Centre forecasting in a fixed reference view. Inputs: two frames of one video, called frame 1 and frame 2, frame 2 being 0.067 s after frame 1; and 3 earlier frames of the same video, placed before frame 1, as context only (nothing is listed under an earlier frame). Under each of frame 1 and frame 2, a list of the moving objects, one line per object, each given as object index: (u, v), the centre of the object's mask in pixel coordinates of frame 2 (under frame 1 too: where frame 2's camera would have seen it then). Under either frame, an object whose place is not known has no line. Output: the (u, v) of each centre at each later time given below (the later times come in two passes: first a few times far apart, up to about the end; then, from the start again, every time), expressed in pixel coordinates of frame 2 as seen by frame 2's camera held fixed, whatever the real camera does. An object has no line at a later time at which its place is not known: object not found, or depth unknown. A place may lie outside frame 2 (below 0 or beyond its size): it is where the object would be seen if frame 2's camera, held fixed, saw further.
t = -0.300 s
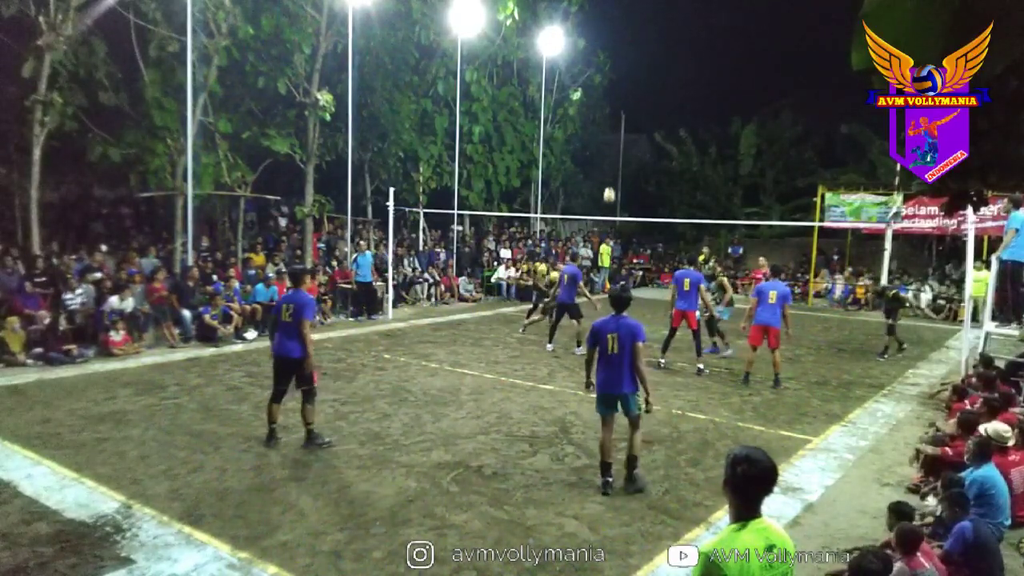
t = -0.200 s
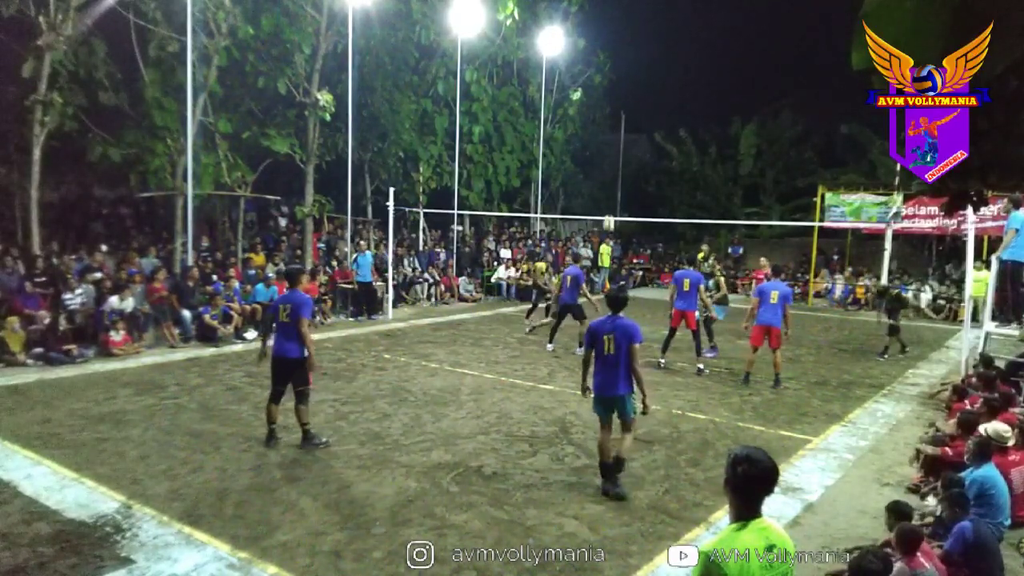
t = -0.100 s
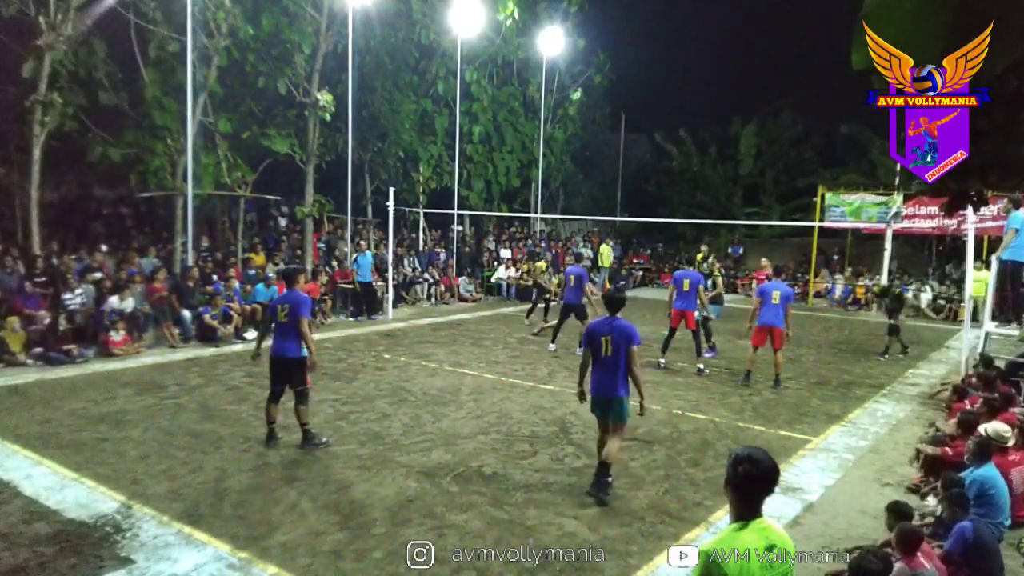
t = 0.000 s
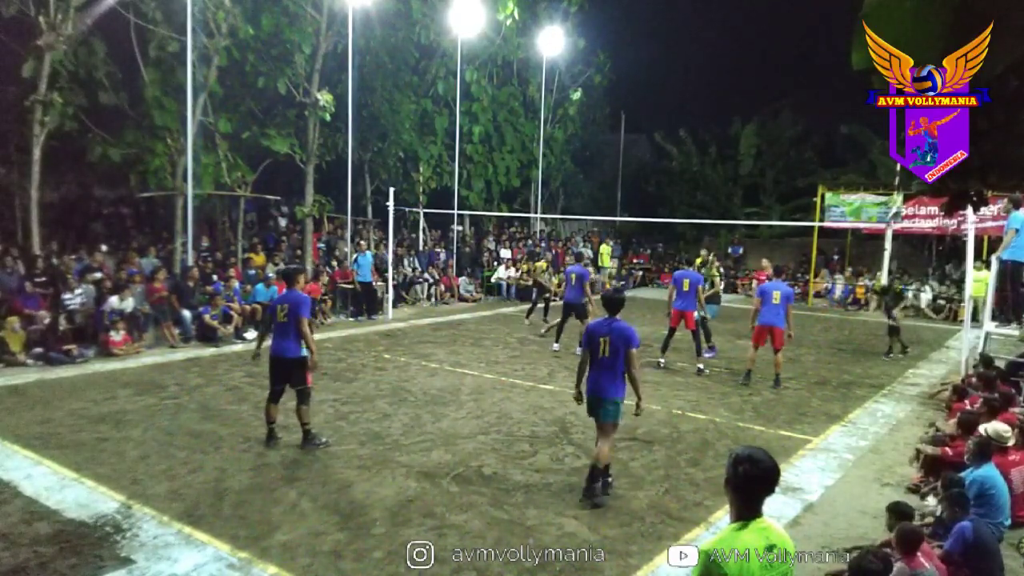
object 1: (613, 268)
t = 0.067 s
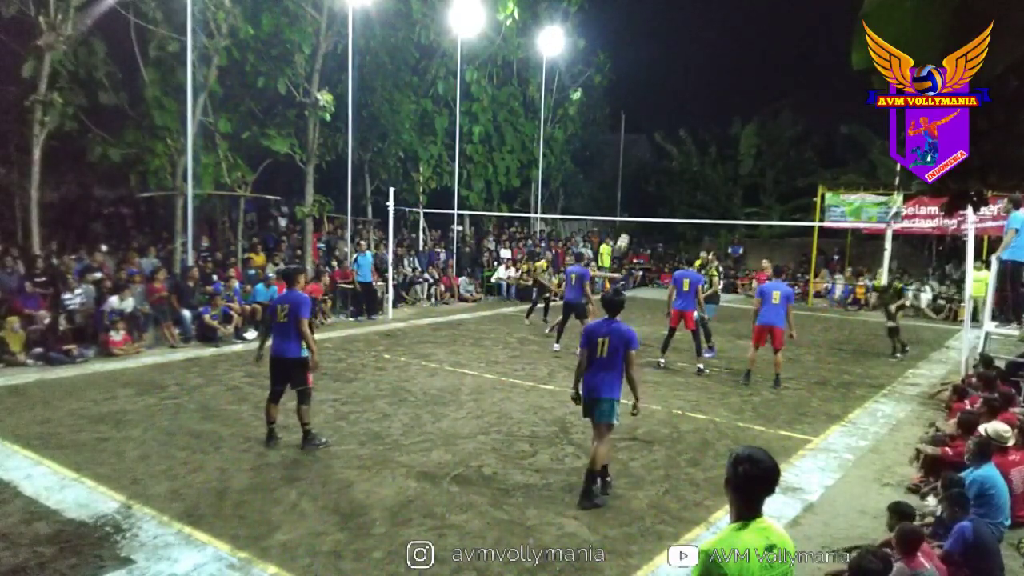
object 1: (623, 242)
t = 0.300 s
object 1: (658, 166)
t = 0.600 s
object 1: (703, 105)
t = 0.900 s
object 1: (748, 94)
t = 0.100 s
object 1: (628, 229)
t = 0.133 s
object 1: (634, 216)
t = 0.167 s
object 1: (638, 206)
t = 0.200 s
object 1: (643, 195)
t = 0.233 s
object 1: (648, 184)
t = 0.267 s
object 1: (654, 174)
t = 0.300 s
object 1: (658, 166)
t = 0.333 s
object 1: (663, 157)
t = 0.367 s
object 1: (669, 148)
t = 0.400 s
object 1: (673, 141)
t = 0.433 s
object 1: (678, 133)
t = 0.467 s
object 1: (684, 126)
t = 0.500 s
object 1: (688, 120)
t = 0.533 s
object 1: (693, 115)
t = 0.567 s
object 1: (698, 110)
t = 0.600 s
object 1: (703, 105)
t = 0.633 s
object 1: (708, 102)
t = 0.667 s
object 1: (713, 98)
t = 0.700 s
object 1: (718, 96)
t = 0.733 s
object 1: (723, 94)
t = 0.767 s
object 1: (728, 93)
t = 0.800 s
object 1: (733, 92)
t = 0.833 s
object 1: (737, 92)
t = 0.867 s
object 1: (742, 93)
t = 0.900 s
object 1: (748, 94)
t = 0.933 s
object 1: (752, 96)
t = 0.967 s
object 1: (757, 99)
